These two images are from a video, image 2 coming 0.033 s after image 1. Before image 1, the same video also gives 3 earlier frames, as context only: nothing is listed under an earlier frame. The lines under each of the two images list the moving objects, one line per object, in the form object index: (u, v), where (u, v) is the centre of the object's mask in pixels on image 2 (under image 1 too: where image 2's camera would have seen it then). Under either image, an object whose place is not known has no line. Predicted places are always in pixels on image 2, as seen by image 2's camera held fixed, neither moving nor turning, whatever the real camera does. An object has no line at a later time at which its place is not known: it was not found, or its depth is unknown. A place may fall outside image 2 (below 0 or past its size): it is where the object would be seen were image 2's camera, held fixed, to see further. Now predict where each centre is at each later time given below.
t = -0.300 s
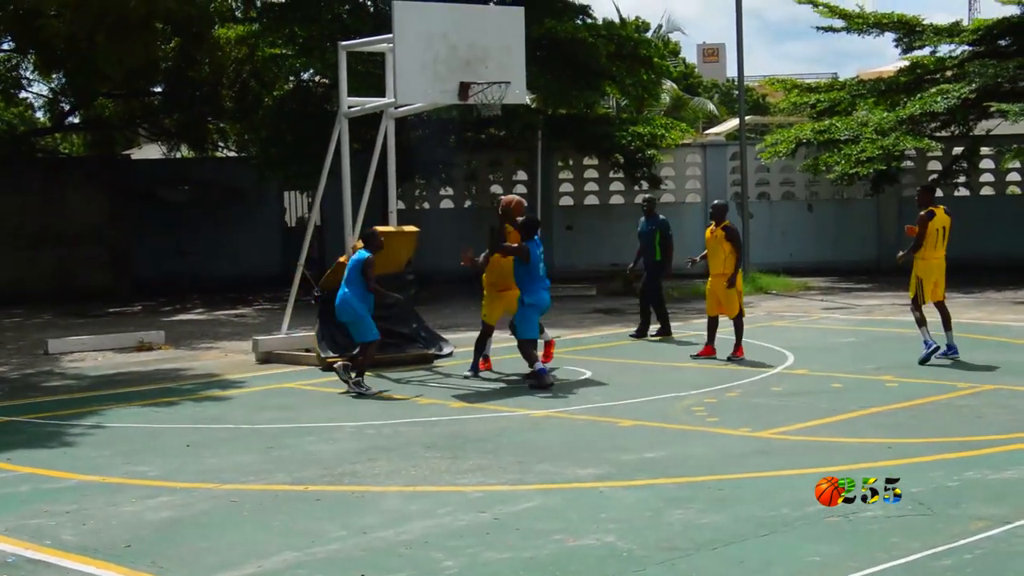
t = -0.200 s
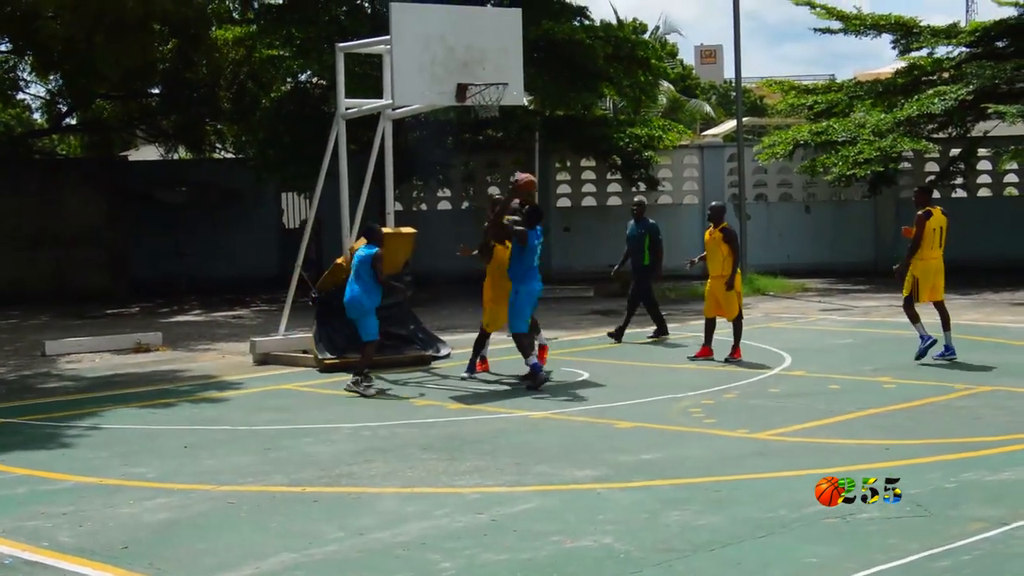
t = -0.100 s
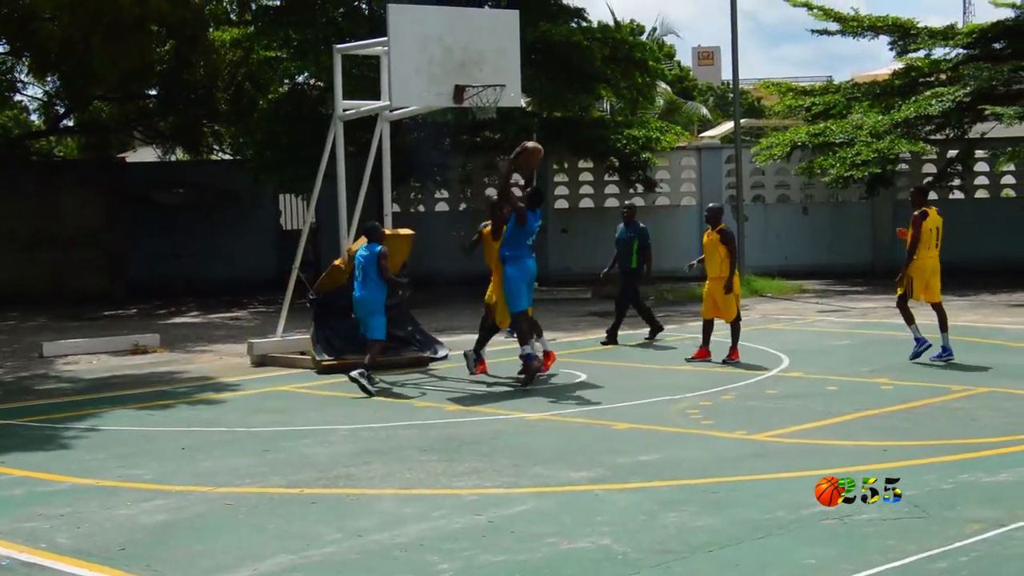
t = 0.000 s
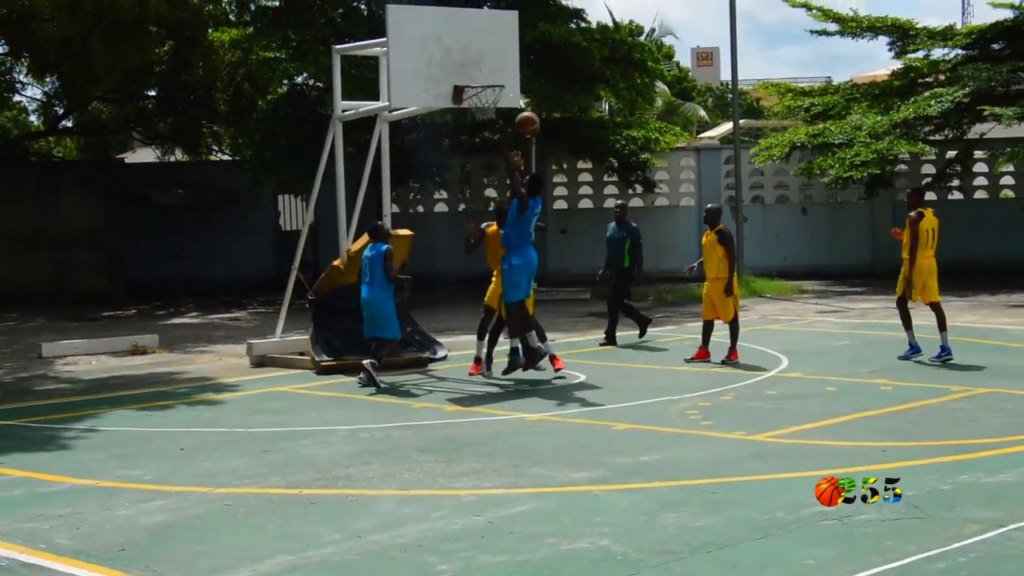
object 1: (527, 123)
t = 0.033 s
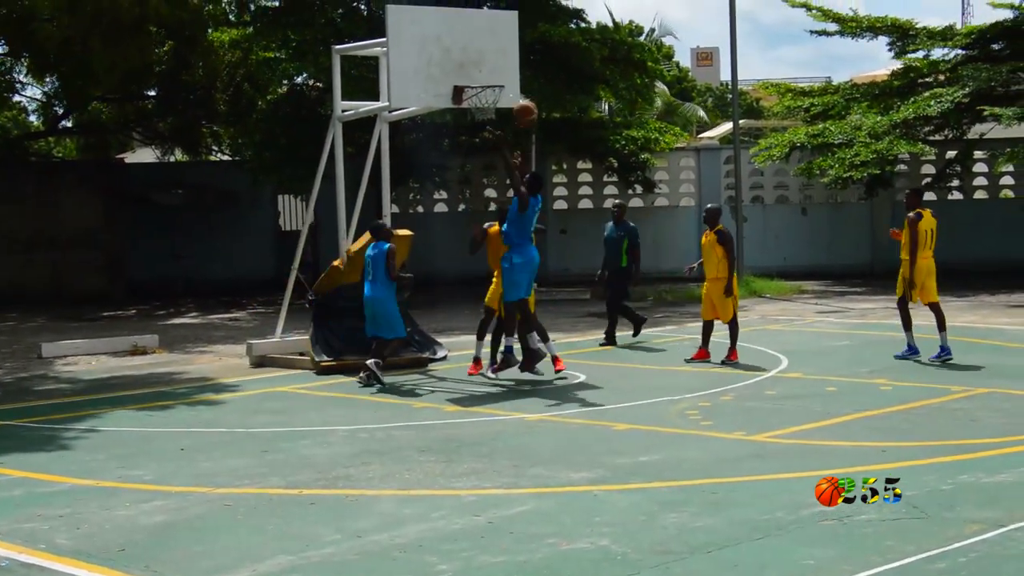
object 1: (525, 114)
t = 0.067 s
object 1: (522, 99)
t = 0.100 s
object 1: (517, 88)
